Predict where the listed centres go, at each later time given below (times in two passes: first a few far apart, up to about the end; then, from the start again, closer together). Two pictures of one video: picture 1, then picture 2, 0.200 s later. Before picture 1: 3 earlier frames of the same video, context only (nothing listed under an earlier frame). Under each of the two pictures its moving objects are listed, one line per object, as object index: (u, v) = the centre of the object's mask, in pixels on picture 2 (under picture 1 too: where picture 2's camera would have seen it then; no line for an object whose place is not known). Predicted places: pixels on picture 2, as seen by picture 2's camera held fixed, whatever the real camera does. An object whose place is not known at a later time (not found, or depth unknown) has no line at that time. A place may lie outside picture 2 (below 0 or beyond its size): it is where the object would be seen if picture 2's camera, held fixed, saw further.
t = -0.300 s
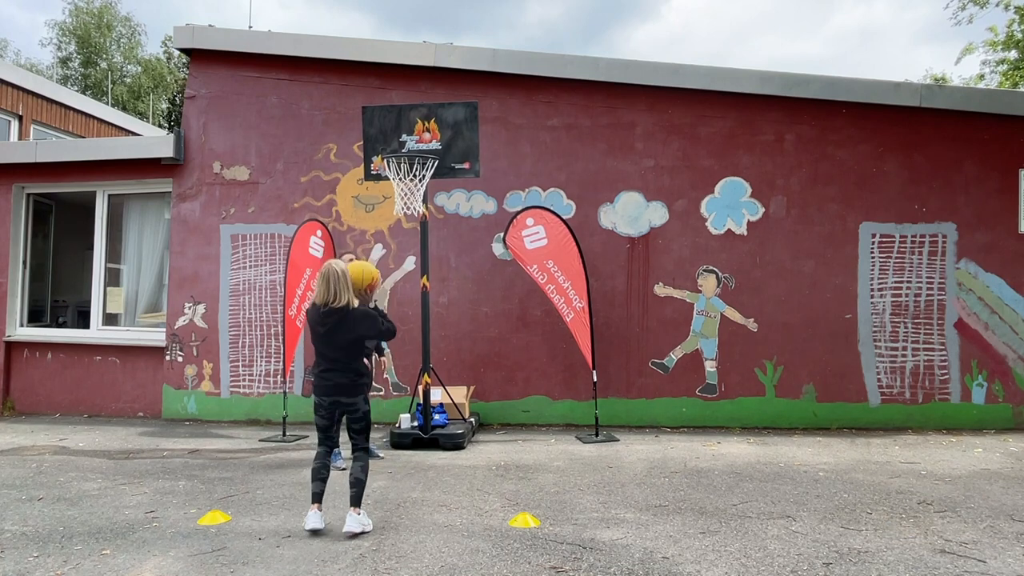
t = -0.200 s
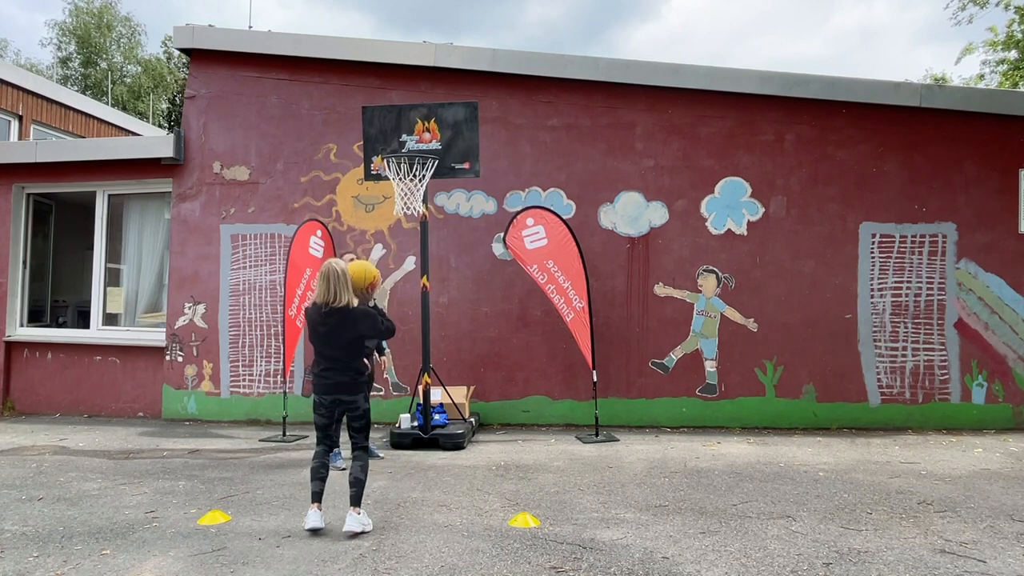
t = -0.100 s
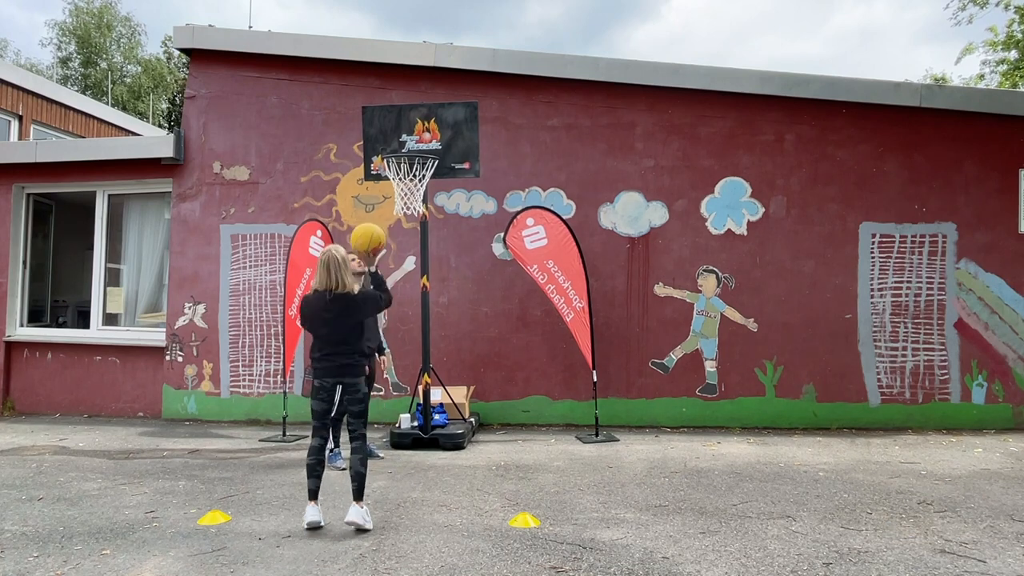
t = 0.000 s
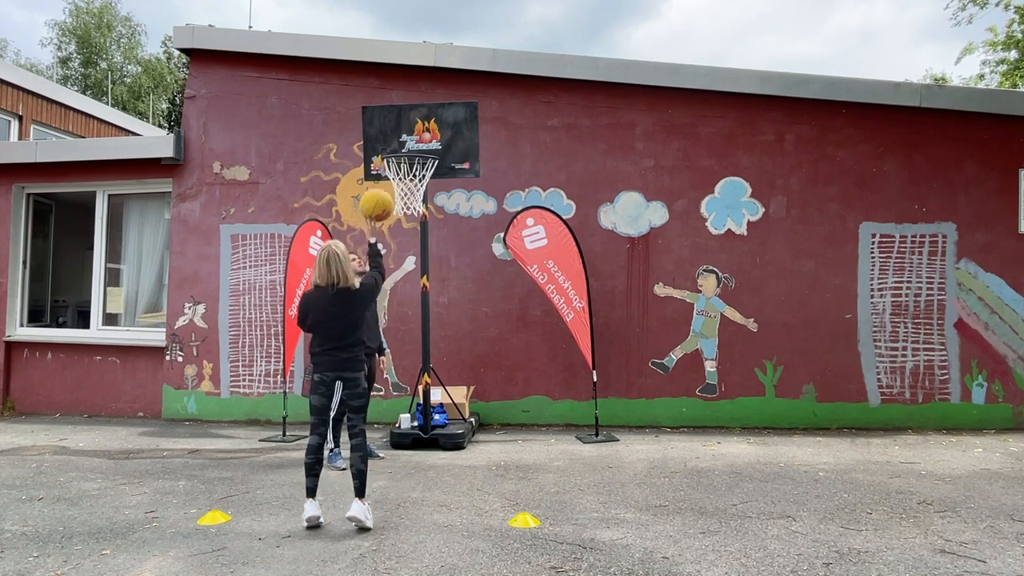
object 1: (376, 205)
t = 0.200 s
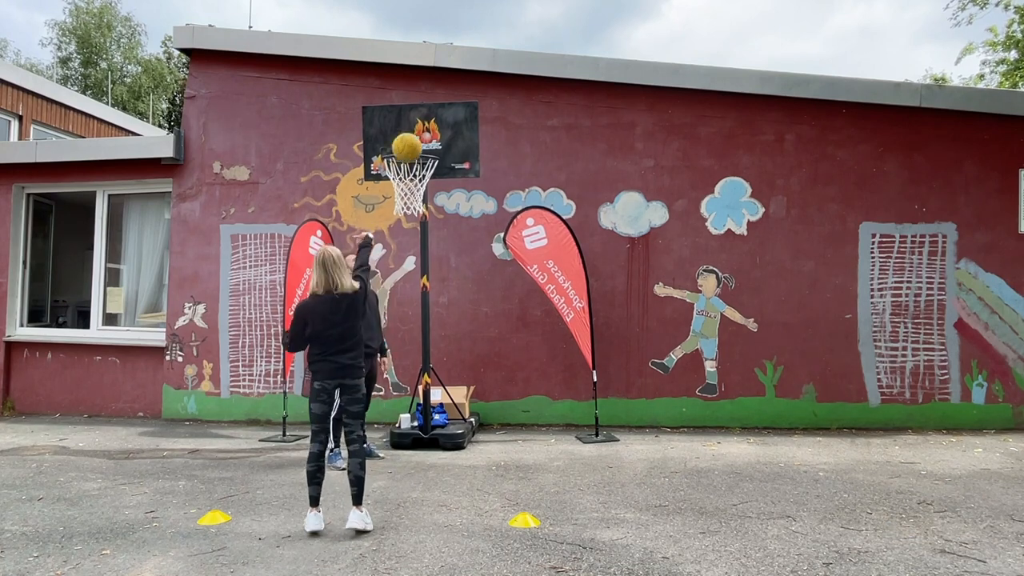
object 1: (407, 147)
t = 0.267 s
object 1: (415, 143)
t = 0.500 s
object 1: (449, 155)
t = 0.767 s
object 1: (509, 225)
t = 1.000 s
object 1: (562, 374)
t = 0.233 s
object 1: (411, 144)
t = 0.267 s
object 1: (415, 143)
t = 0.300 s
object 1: (419, 143)
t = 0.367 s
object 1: (426, 147)
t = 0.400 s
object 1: (429, 151)
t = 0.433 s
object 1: (435, 152)
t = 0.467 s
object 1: (442, 153)
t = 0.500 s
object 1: (449, 155)
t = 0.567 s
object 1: (464, 164)
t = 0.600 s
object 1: (471, 170)
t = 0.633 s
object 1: (479, 178)
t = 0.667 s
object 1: (486, 187)
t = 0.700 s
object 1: (494, 198)
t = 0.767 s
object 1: (509, 225)
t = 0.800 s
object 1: (516, 241)
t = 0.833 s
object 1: (524, 259)
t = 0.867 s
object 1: (531, 278)
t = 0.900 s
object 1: (539, 299)
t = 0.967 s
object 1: (555, 347)
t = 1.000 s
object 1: (562, 374)
